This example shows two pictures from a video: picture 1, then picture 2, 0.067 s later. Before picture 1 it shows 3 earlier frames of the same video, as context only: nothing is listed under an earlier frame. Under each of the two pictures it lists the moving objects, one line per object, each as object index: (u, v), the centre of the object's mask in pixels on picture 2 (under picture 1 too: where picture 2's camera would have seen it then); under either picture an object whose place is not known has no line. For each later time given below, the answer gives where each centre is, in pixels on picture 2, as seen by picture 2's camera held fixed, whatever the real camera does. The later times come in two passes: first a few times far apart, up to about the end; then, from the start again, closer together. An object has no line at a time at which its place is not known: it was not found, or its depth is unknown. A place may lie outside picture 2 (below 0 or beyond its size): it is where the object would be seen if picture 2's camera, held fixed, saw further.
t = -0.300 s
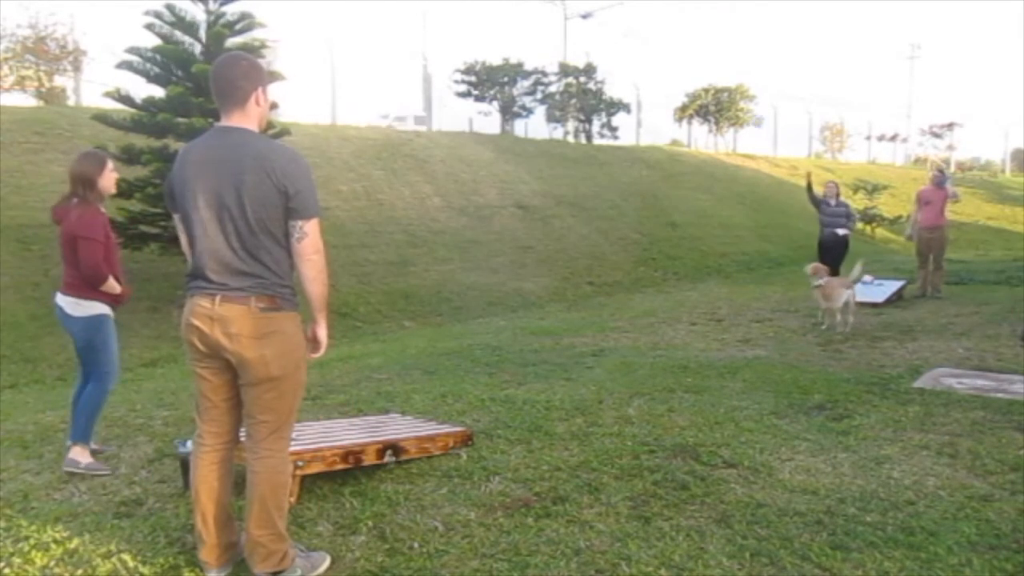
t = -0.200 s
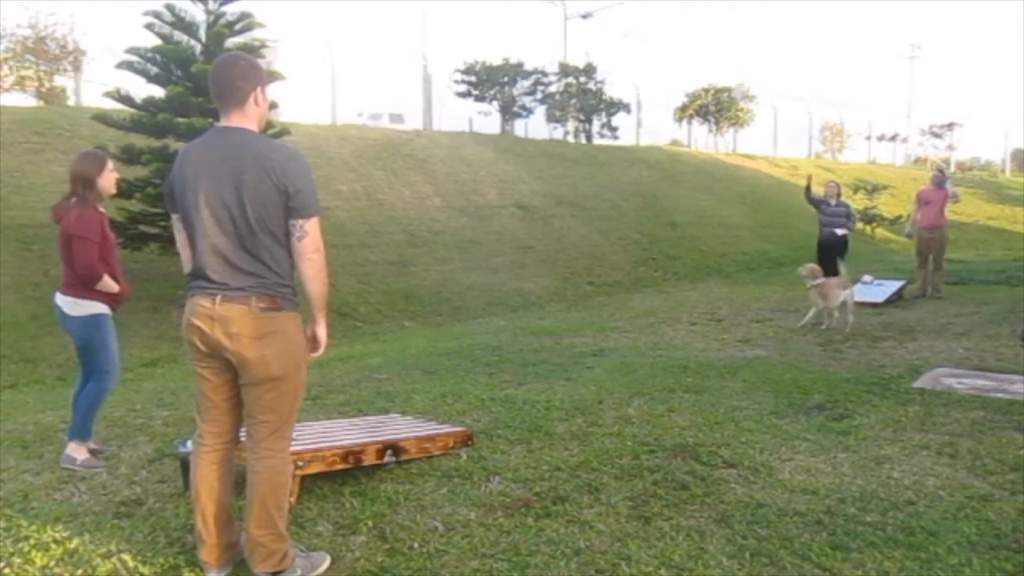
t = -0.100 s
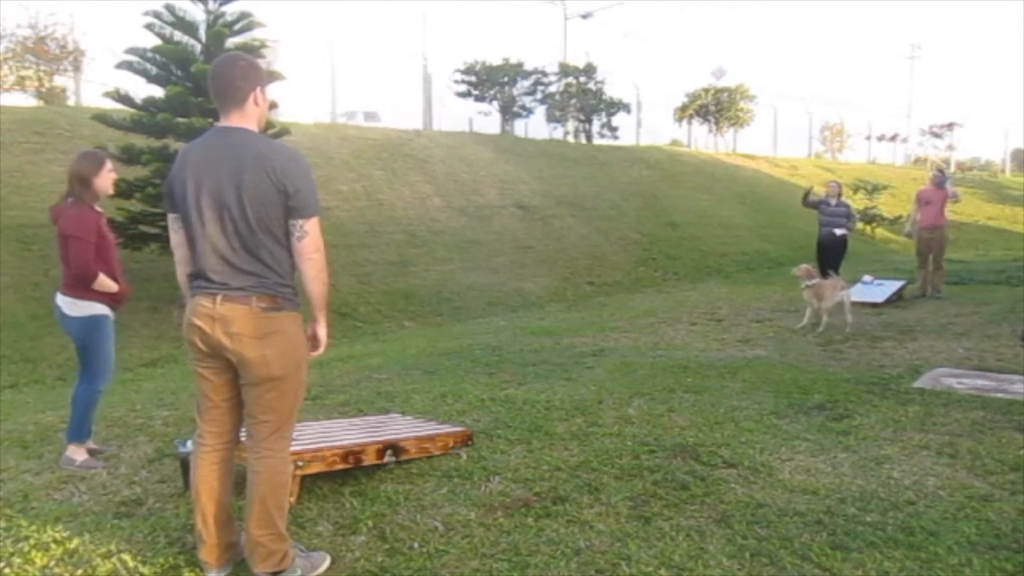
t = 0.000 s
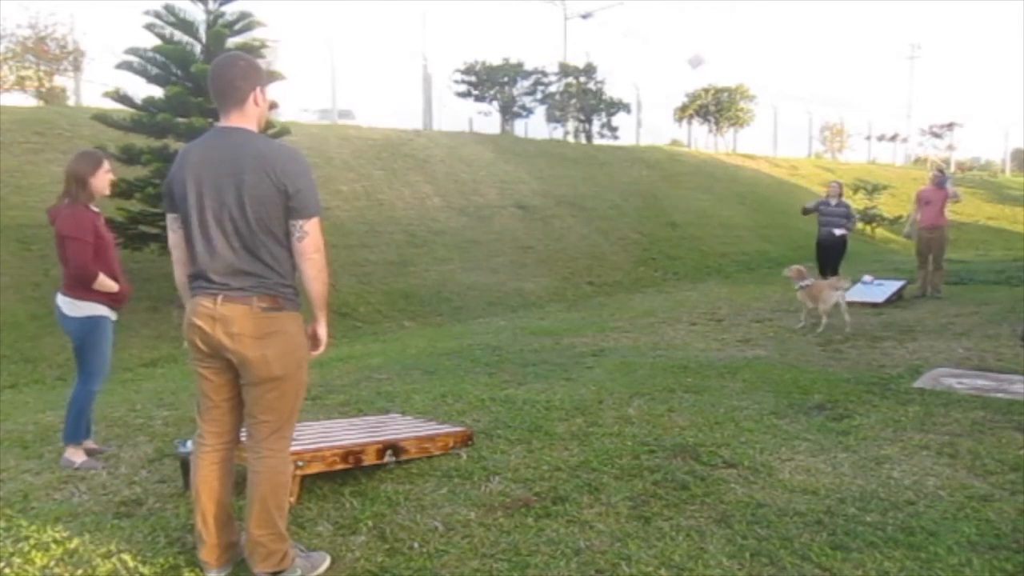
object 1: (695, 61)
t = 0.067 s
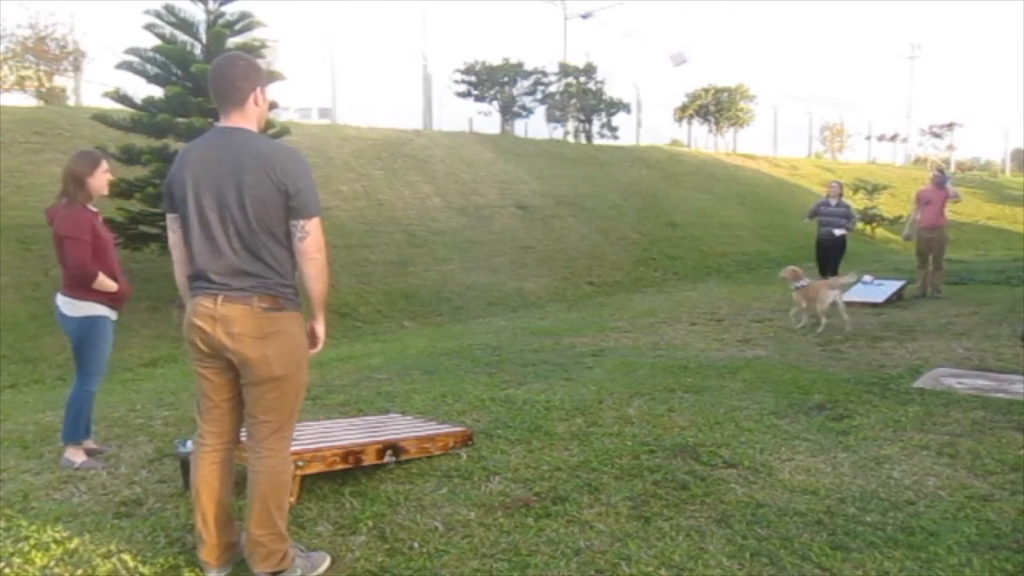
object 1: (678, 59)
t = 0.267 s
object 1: (615, 87)
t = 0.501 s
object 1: (508, 212)
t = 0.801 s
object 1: (361, 422)
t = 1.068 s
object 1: (321, 428)
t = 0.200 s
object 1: (638, 71)
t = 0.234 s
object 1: (626, 78)
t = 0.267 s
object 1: (615, 87)
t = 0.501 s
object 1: (508, 212)
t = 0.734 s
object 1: (379, 423)
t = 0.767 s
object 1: (369, 421)
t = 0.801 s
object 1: (361, 422)
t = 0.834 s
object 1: (353, 423)
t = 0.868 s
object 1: (345, 423)
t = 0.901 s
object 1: (338, 424)
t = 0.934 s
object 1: (332, 424)
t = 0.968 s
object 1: (328, 425)
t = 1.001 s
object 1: (325, 425)
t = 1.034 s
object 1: (322, 426)
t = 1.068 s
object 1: (321, 428)
